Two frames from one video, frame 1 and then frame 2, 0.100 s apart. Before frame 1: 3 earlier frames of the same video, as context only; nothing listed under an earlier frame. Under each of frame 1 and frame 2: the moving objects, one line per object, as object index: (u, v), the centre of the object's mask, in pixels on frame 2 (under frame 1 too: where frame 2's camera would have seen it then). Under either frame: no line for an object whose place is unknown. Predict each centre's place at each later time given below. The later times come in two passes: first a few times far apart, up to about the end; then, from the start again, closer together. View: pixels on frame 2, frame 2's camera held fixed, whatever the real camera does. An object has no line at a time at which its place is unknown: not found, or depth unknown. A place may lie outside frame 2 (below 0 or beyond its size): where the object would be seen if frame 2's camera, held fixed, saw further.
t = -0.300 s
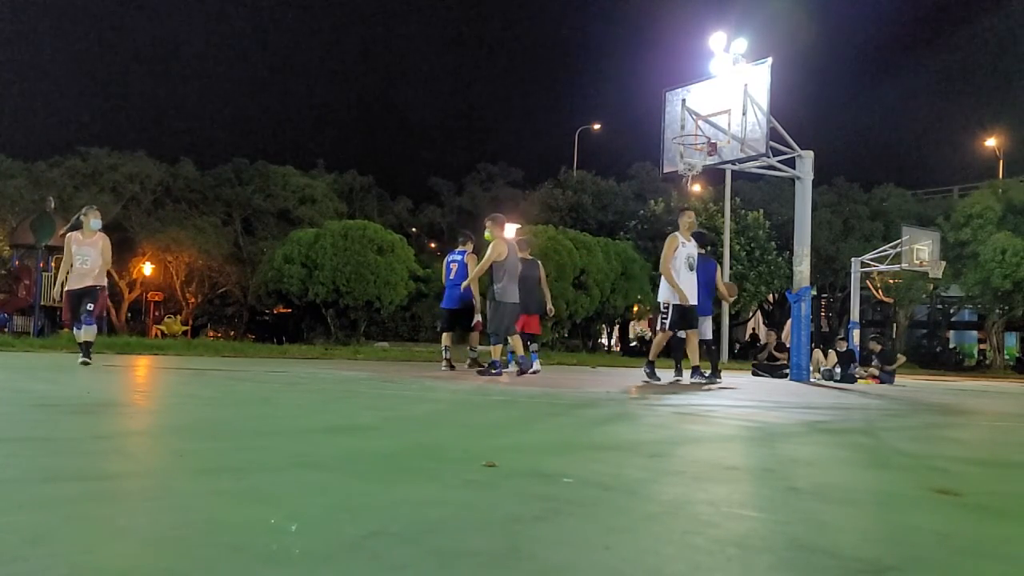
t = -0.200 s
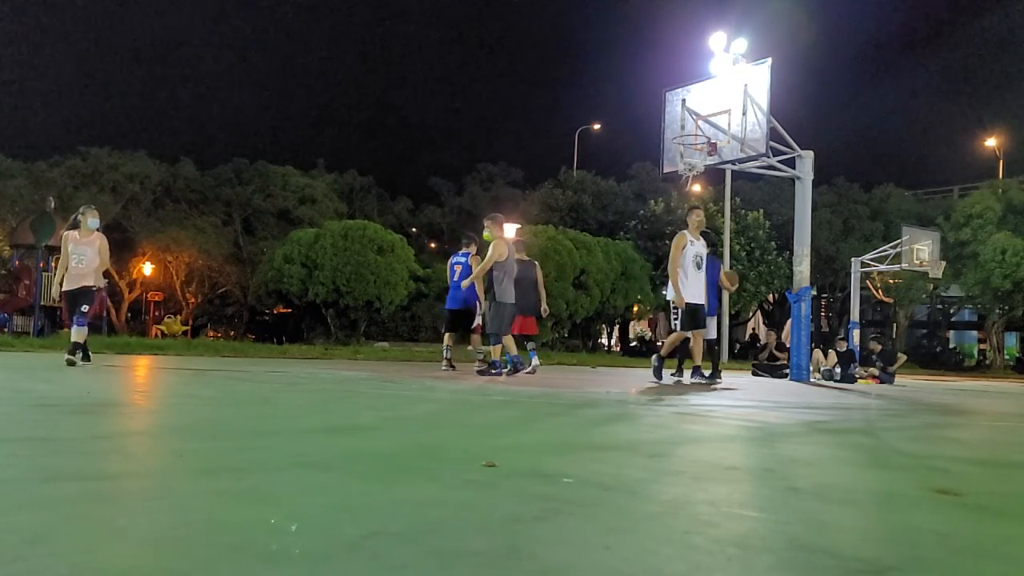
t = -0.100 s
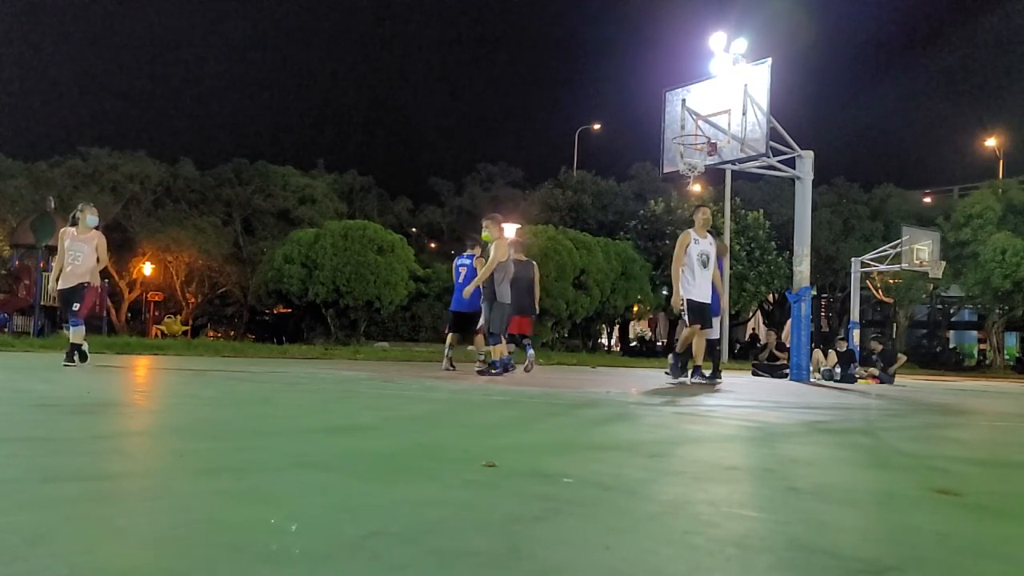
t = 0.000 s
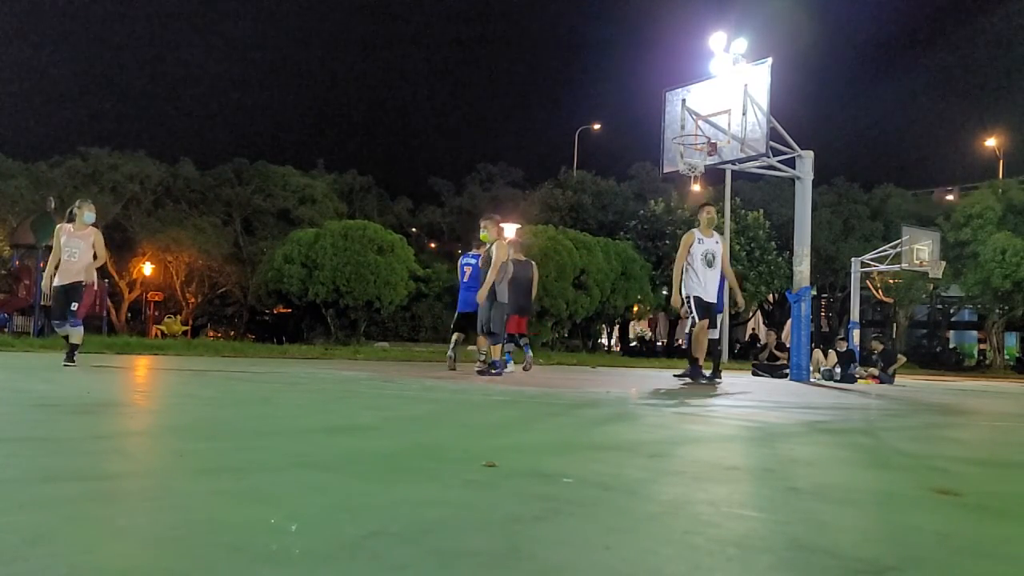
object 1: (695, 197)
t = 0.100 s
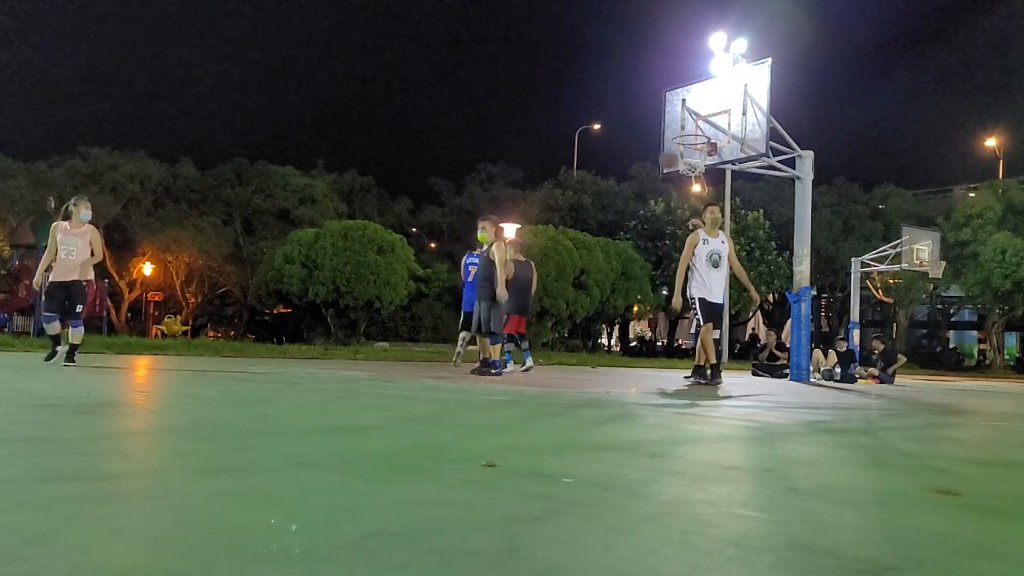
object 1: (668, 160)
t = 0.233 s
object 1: (631, 111)
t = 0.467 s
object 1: (559, 57)
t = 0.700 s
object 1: (479, 45)
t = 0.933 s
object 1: (389, 82)
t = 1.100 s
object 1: (316, 144)
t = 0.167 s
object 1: (650, 134)
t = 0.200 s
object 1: (641, 122)
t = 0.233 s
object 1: (631, 111)
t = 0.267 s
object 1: (622, 101)
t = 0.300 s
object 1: (612, 91)
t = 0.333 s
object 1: (601, 83)
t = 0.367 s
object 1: (591, 75)
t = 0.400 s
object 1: (581, 69)
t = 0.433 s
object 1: (570, 62)
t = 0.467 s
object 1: (559, 57)
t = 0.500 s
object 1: (549, 52)
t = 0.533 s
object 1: (537, 49)
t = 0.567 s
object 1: (526, 46)
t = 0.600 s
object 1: (515, 44)
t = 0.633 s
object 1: (503, 44)
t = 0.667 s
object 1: (491, 44)
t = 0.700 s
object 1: (479, 45)
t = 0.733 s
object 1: (467, 47)
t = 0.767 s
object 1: (455, 50)
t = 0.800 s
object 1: (442, 54)
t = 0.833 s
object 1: (429, 59)
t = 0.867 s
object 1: (416, 66)
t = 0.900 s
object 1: (402, 73)
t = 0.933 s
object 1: (389, 82)
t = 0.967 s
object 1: (375, 92)
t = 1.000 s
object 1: (361, 103)
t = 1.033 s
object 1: (346, 115)
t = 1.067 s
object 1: (331, 129)
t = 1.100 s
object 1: (316, 144)
